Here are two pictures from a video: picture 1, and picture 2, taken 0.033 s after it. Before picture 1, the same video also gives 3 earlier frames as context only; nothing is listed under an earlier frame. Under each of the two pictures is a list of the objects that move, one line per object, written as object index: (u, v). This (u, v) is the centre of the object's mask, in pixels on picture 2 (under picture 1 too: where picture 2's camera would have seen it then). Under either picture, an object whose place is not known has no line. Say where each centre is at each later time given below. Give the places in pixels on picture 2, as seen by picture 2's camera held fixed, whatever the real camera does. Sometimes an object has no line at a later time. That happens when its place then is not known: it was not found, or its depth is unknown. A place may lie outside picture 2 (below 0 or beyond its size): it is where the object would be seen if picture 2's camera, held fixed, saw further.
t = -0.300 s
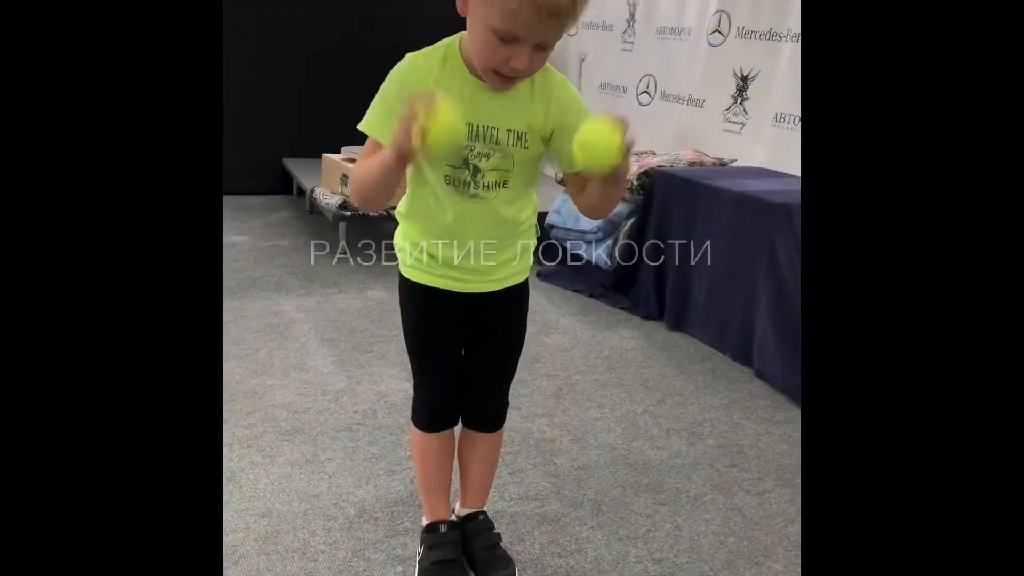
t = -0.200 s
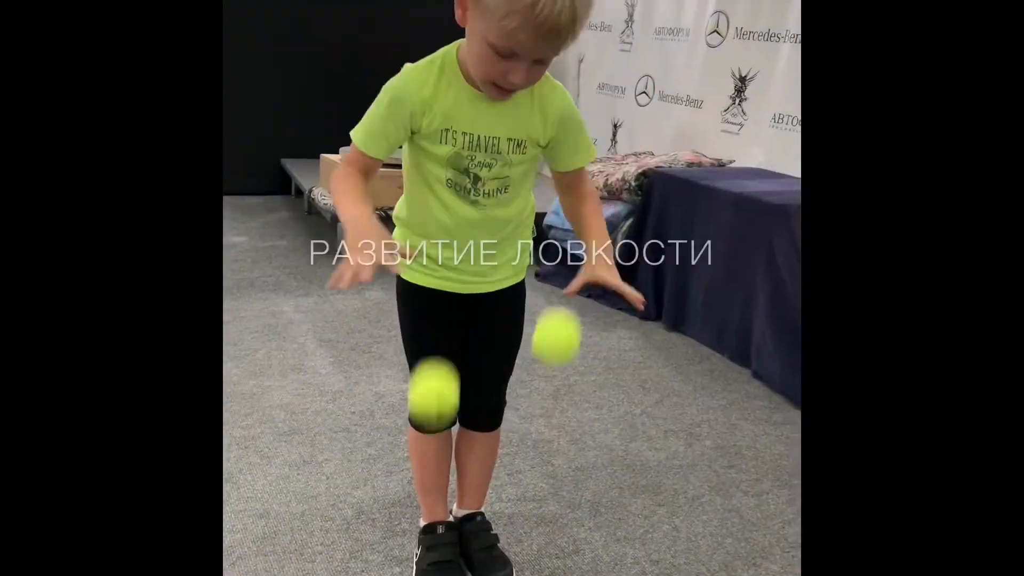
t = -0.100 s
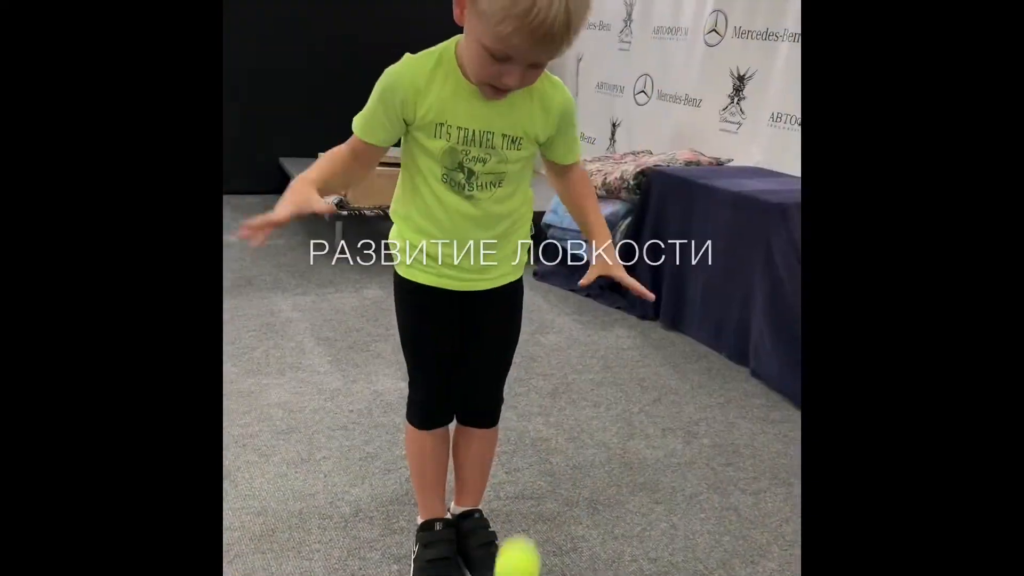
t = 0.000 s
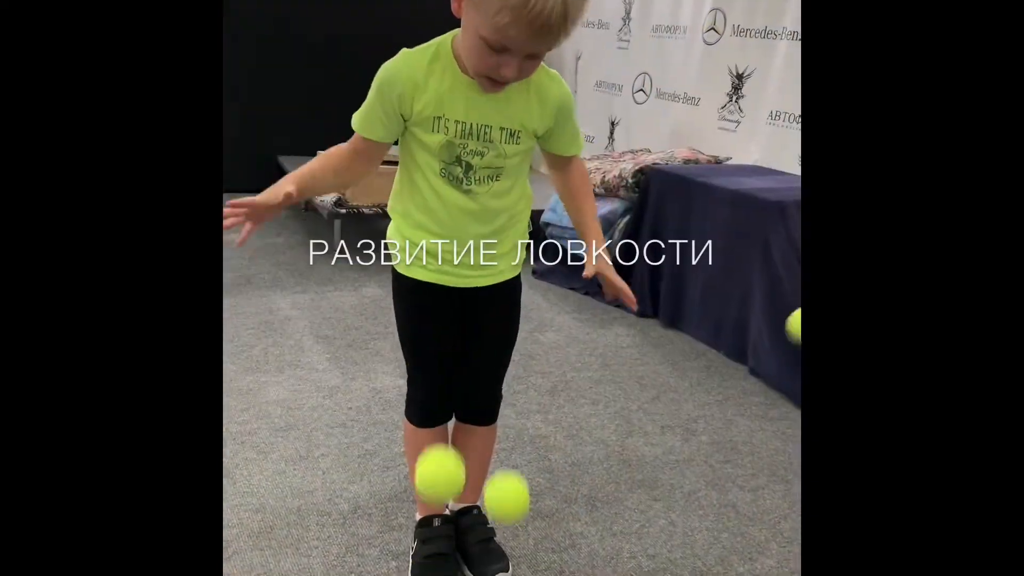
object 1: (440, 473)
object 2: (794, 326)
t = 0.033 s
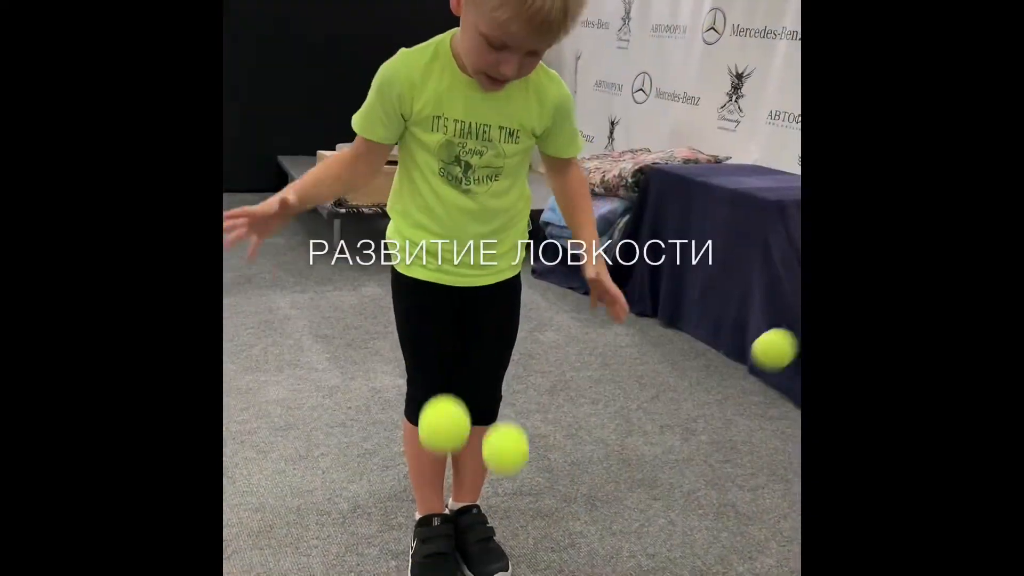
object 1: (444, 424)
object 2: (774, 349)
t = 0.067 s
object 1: (448, 385)
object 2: (740, 380)
